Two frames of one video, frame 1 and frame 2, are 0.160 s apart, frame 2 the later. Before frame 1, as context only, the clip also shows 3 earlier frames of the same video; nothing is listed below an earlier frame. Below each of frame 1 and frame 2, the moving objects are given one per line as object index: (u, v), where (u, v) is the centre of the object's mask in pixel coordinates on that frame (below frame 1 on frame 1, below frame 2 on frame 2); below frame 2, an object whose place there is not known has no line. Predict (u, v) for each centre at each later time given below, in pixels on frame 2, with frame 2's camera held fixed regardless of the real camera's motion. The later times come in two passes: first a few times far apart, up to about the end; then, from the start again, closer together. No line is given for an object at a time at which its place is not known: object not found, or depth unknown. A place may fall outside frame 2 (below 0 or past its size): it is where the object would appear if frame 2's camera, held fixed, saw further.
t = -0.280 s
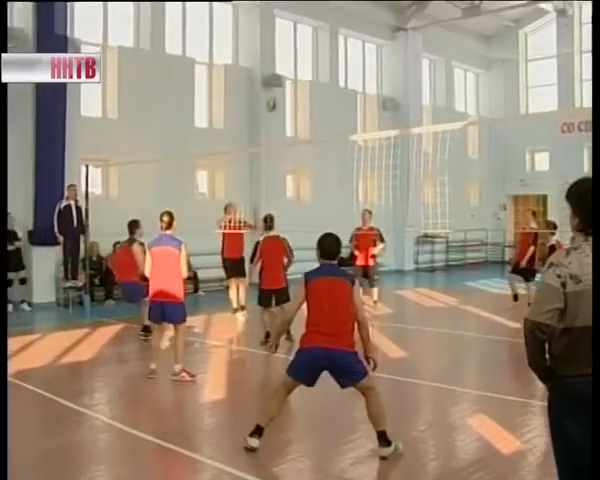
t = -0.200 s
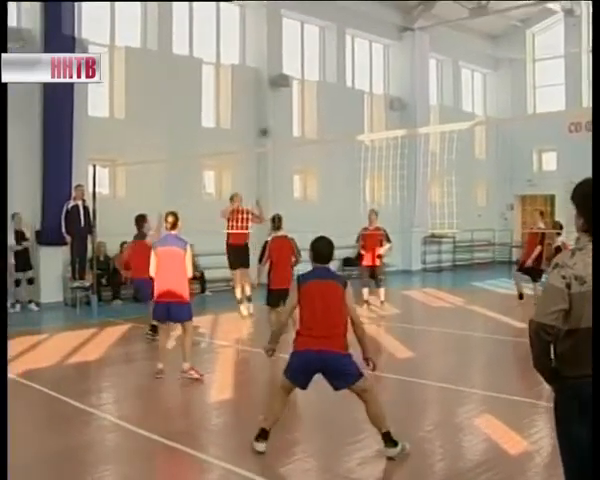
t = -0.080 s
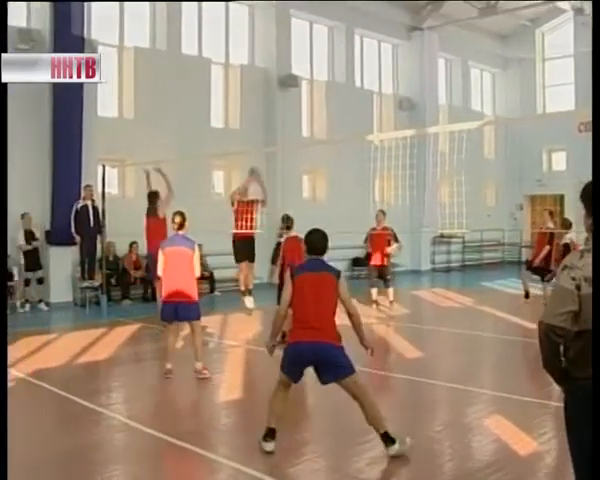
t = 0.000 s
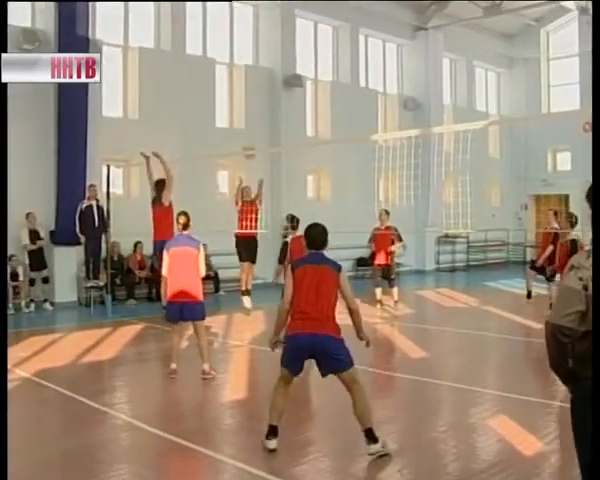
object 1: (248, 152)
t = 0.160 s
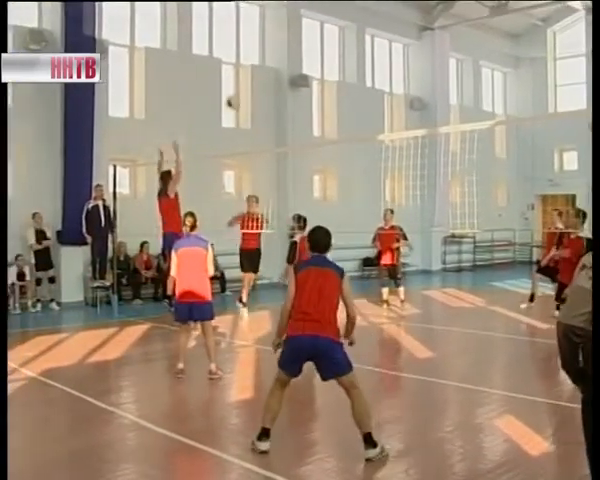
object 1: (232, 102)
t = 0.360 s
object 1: (197, 56)
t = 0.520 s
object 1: (160, 38)
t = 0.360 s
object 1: (197, 56)
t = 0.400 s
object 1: (188, 49)
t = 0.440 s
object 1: (180, 44)
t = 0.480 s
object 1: (170, 41)
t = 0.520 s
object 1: (160, 38)
